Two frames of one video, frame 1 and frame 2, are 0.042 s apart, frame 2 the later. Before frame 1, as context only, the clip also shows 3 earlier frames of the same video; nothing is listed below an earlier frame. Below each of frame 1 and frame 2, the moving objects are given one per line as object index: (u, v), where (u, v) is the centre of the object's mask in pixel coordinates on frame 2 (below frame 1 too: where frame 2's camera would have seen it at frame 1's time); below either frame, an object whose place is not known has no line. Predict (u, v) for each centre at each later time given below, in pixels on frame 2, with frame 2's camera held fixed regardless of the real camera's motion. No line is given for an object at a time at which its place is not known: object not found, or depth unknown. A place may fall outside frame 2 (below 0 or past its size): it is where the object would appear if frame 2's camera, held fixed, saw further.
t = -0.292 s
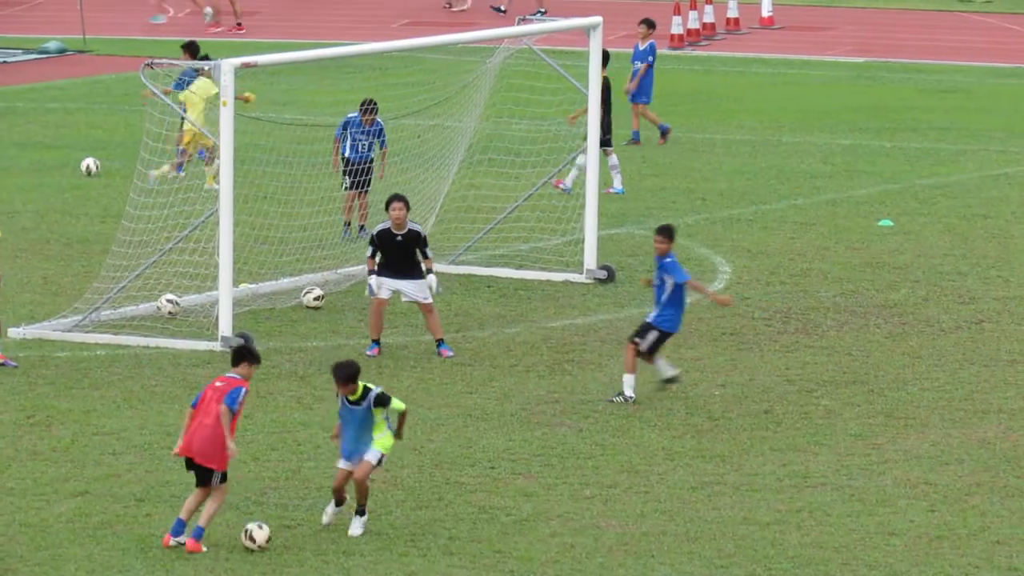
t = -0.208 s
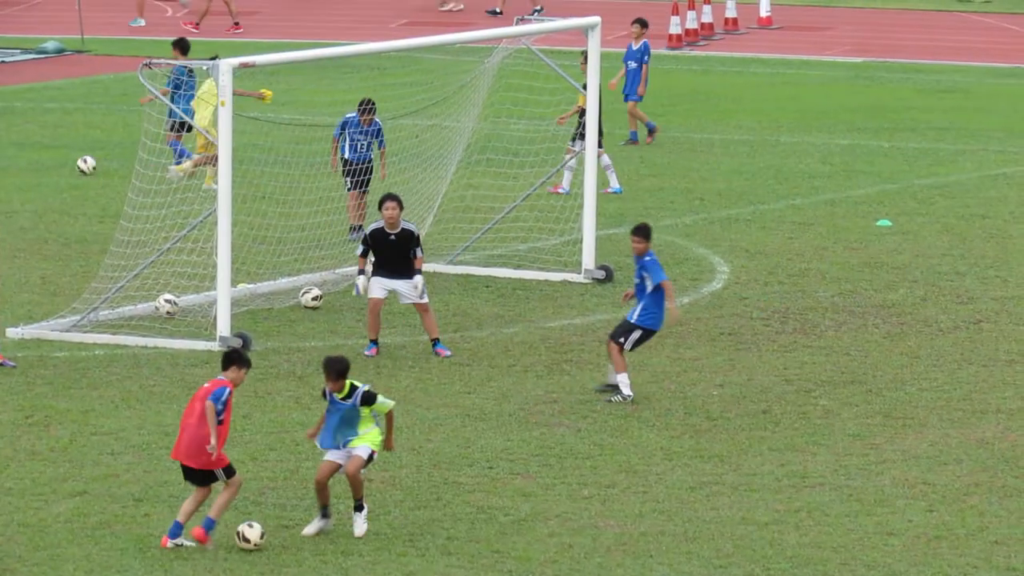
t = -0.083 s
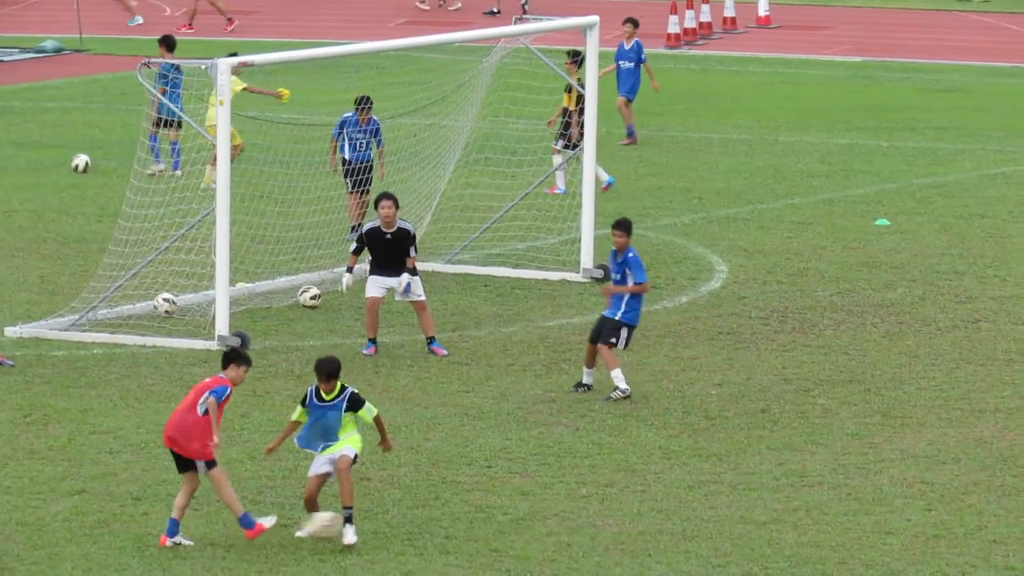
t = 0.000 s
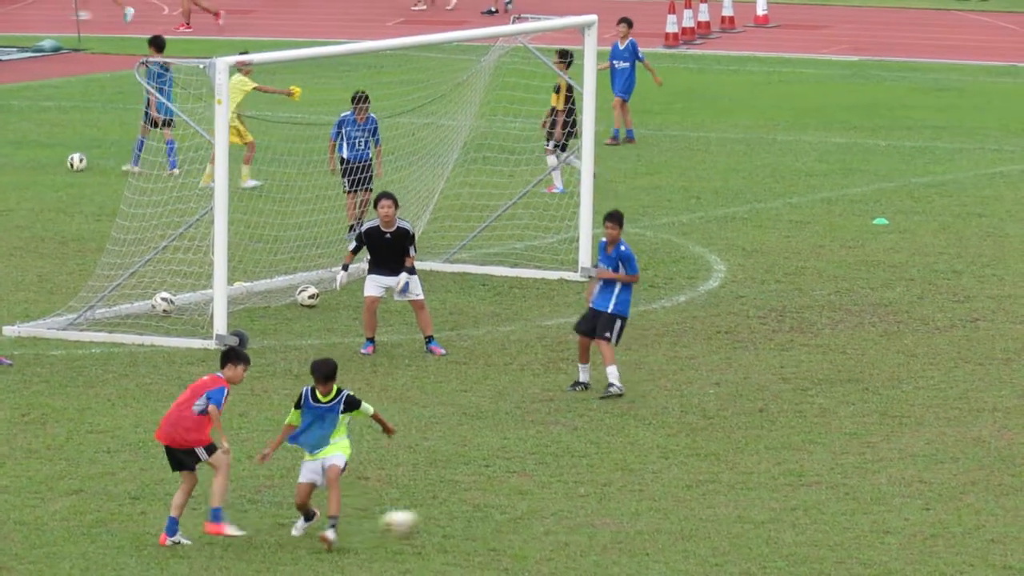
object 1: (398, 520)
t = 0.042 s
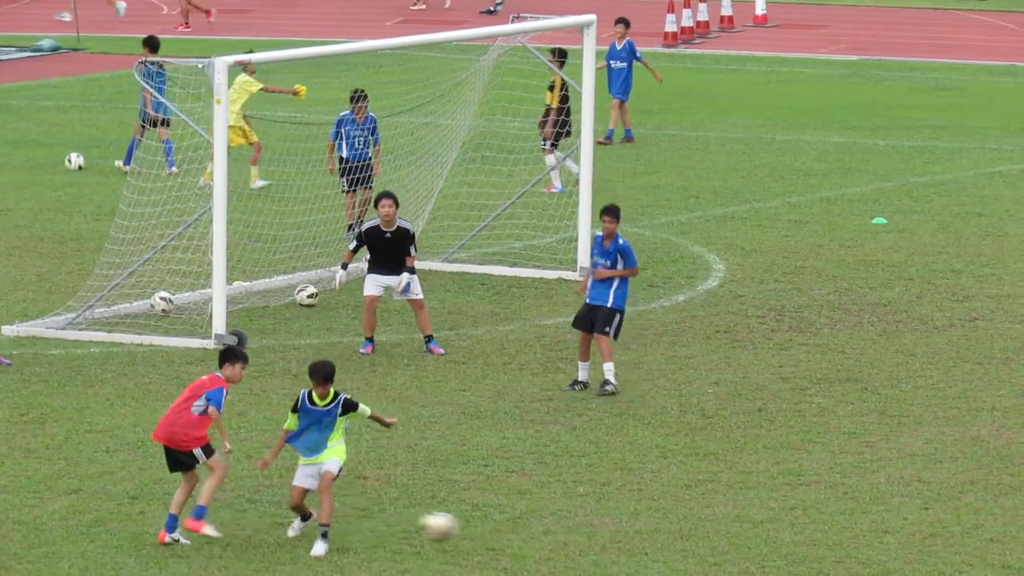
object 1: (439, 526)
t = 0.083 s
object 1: (478, 530)
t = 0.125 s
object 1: (518, 538)
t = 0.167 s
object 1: (558, 550)
